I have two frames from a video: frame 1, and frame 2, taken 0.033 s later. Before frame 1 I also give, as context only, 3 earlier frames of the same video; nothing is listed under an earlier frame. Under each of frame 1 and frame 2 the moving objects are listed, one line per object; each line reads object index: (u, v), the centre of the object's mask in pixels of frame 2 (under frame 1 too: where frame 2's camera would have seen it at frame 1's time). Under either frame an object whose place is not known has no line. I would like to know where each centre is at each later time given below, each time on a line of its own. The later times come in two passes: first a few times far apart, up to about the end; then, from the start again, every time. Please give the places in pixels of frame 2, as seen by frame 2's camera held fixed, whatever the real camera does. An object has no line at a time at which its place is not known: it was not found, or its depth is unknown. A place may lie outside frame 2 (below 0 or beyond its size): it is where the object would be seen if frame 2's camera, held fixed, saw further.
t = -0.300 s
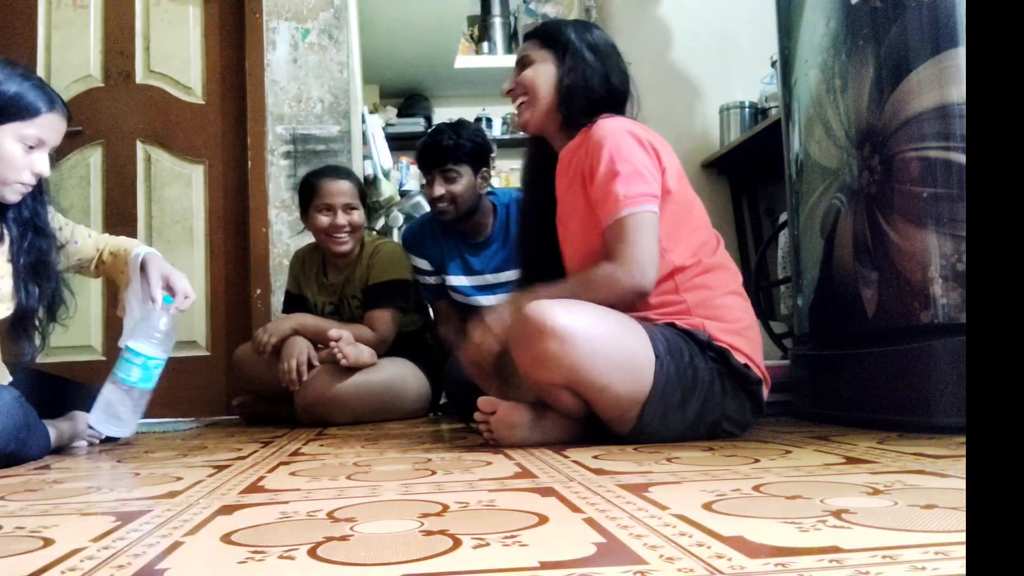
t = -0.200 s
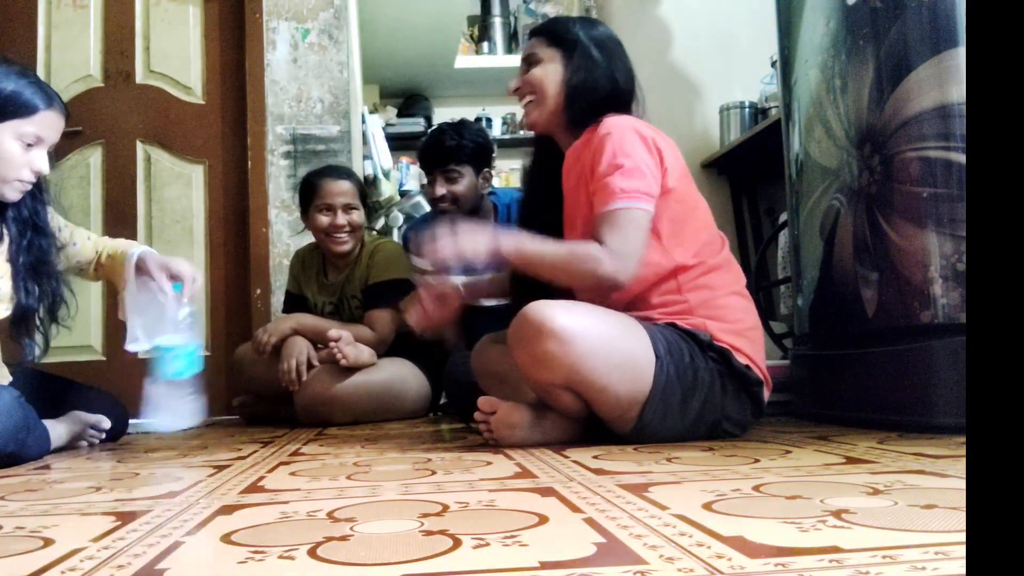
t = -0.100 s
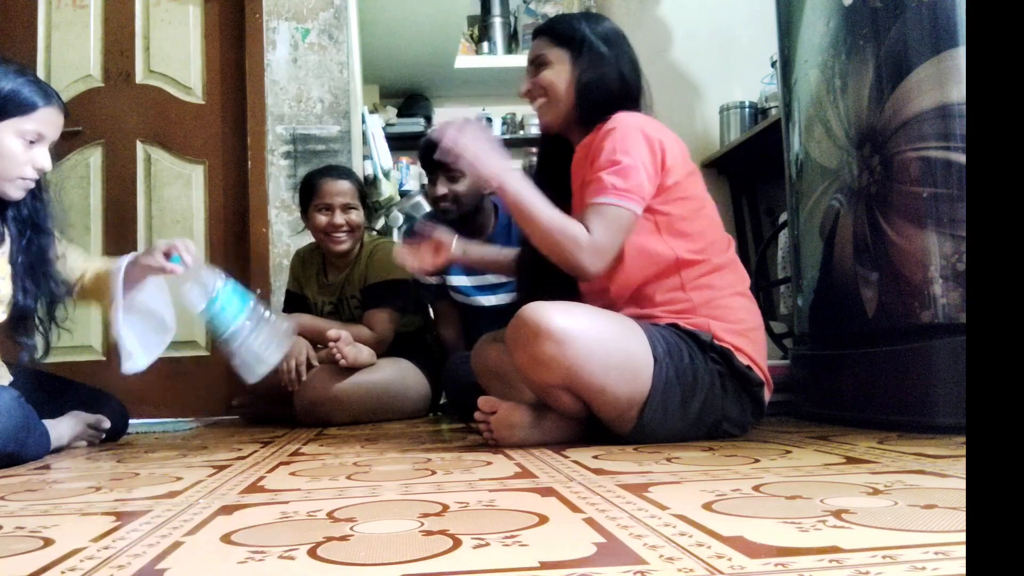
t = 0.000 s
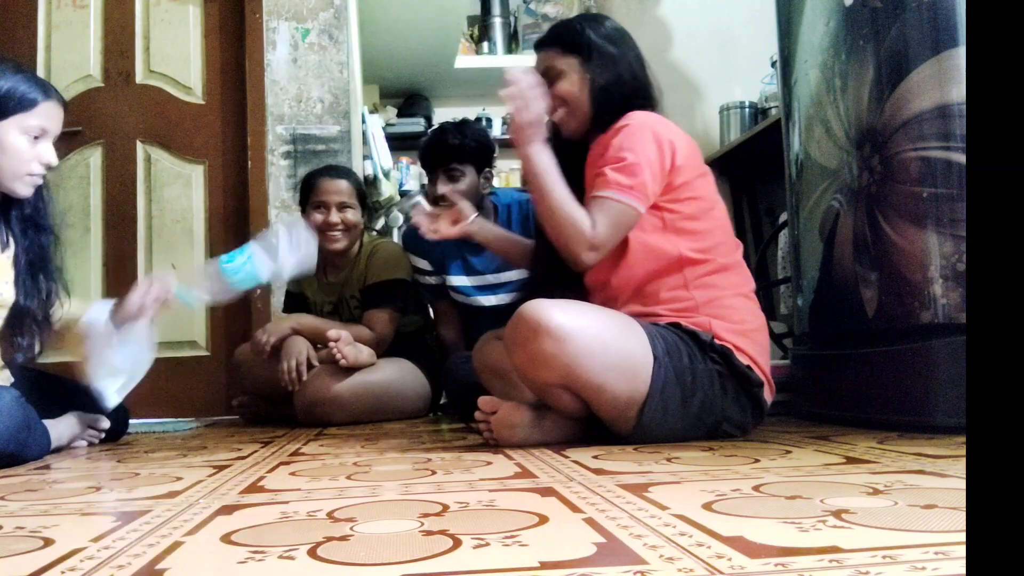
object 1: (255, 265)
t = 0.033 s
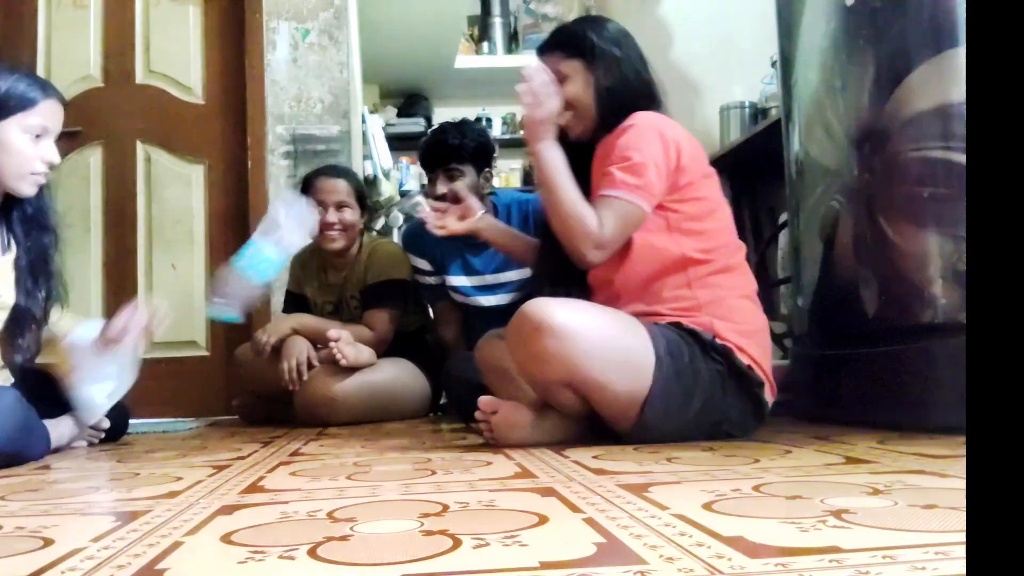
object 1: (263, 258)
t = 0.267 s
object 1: (323, 208)
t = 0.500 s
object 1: (328, 383)
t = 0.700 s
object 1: (350, 427)
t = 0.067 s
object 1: (279, 248)
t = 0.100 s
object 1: (300, 235)
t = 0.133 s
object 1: (317, 221)
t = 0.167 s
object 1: (327, 206)
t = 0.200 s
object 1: (328, 197)
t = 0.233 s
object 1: (325, 197)
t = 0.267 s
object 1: (323, 208)
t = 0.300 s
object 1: (320, 228)
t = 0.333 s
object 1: (319, 255)
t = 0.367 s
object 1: (318, 294)
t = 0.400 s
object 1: (318, 340)
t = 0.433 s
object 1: (321, 377)
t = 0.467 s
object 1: (322, 382)
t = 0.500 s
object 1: (328, 383)
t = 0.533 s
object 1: (332, 386)
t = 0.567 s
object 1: (336, 390)
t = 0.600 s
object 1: (343, 396)
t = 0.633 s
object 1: (352, 407)
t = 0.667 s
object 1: (354, 425)
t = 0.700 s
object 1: (350, 427)
